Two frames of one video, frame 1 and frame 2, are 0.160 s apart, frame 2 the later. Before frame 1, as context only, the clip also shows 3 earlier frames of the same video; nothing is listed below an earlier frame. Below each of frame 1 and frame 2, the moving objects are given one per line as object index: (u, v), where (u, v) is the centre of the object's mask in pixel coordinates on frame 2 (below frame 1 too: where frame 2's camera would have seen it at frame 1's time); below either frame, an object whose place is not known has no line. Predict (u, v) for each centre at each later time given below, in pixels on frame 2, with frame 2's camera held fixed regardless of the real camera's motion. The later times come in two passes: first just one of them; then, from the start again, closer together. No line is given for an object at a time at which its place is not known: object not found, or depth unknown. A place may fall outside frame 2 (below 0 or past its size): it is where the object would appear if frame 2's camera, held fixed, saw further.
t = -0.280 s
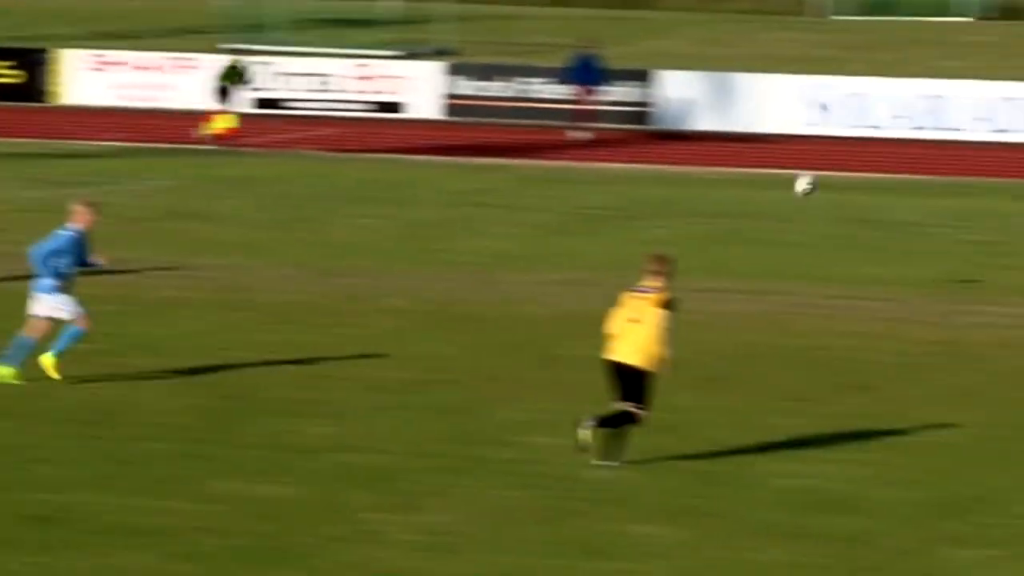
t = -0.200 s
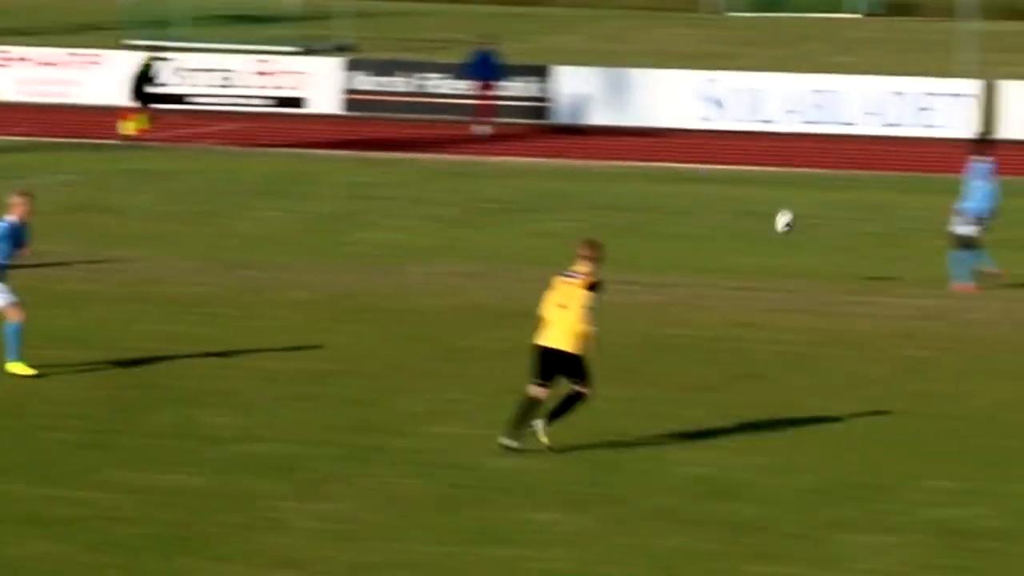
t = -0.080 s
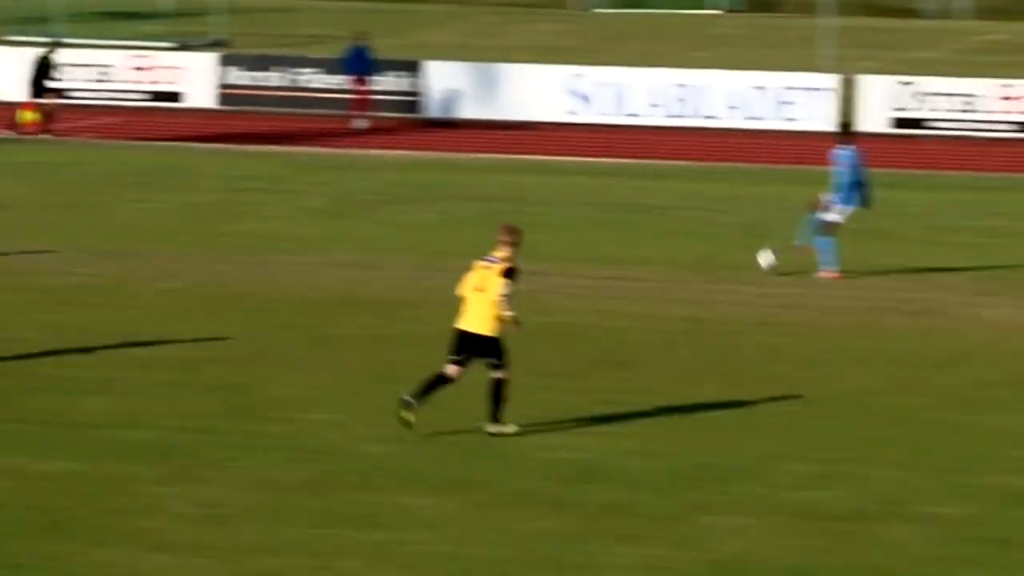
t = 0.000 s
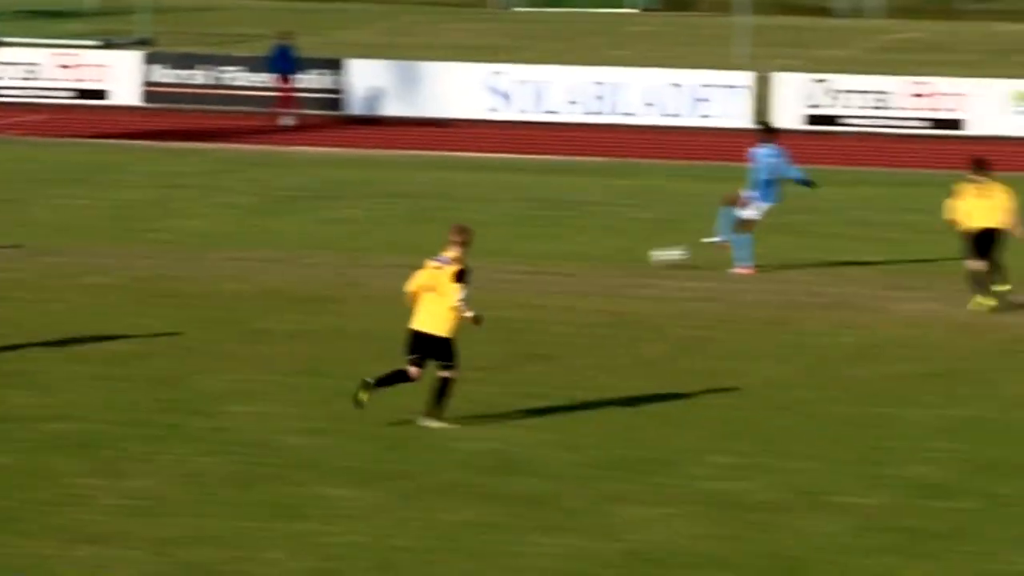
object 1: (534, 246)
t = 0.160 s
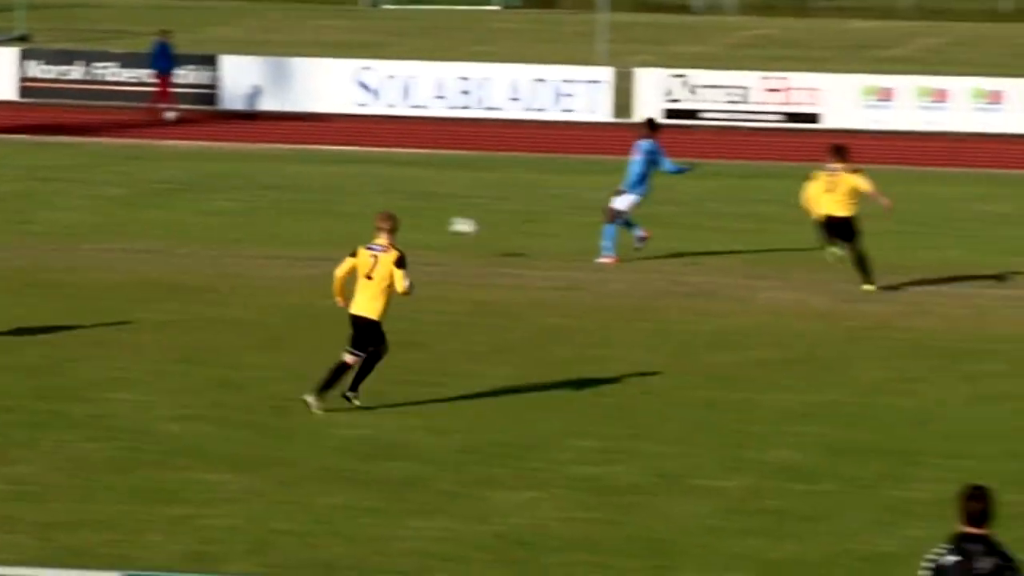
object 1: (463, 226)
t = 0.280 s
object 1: (413, 213)
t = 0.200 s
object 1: (446, 220)
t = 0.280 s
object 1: (413, 213)
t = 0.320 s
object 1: (397, 212)
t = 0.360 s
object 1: (382, 213)
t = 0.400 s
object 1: (367, 214)
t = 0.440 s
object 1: (352, 217)
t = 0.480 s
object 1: (338, 221)
